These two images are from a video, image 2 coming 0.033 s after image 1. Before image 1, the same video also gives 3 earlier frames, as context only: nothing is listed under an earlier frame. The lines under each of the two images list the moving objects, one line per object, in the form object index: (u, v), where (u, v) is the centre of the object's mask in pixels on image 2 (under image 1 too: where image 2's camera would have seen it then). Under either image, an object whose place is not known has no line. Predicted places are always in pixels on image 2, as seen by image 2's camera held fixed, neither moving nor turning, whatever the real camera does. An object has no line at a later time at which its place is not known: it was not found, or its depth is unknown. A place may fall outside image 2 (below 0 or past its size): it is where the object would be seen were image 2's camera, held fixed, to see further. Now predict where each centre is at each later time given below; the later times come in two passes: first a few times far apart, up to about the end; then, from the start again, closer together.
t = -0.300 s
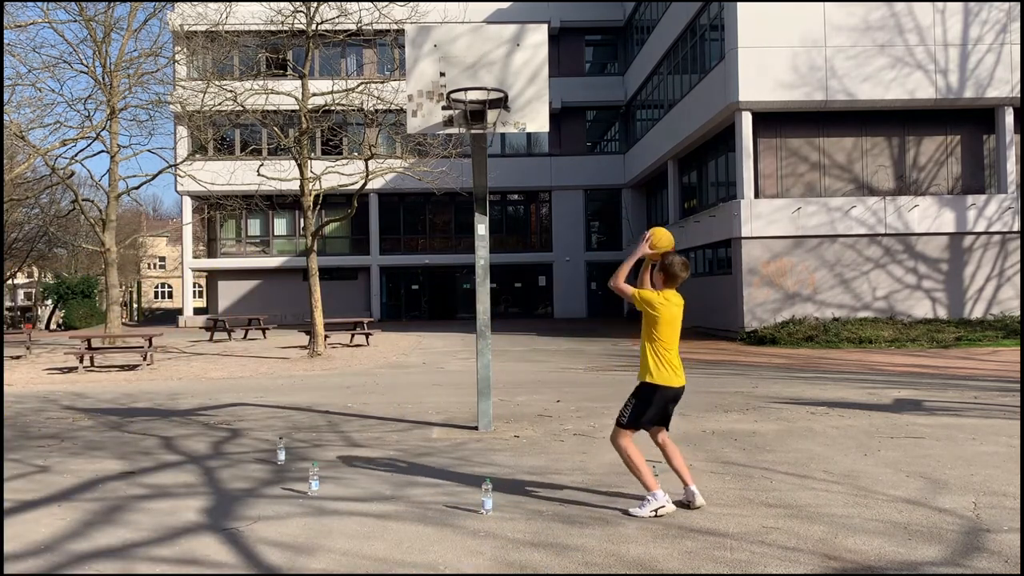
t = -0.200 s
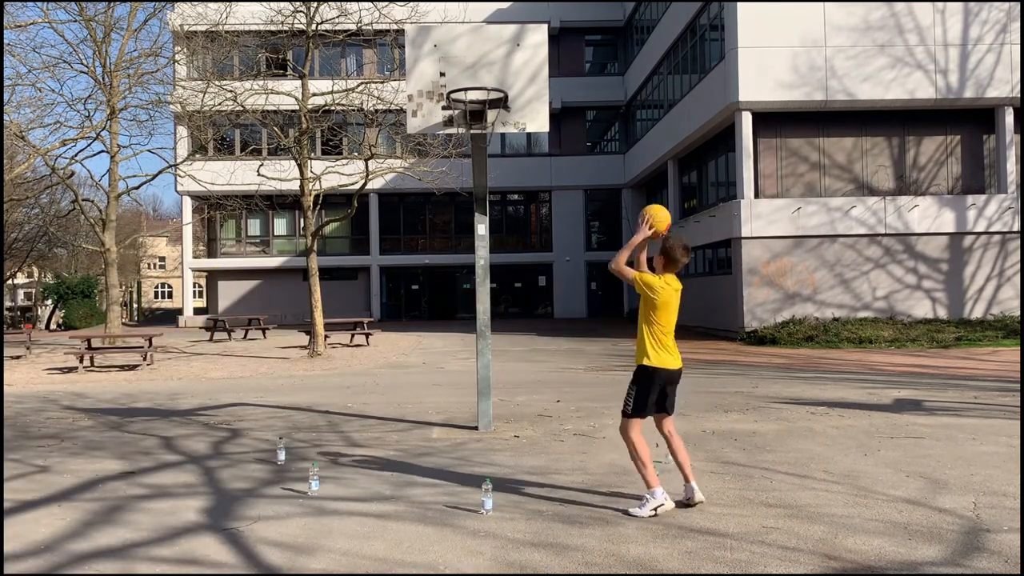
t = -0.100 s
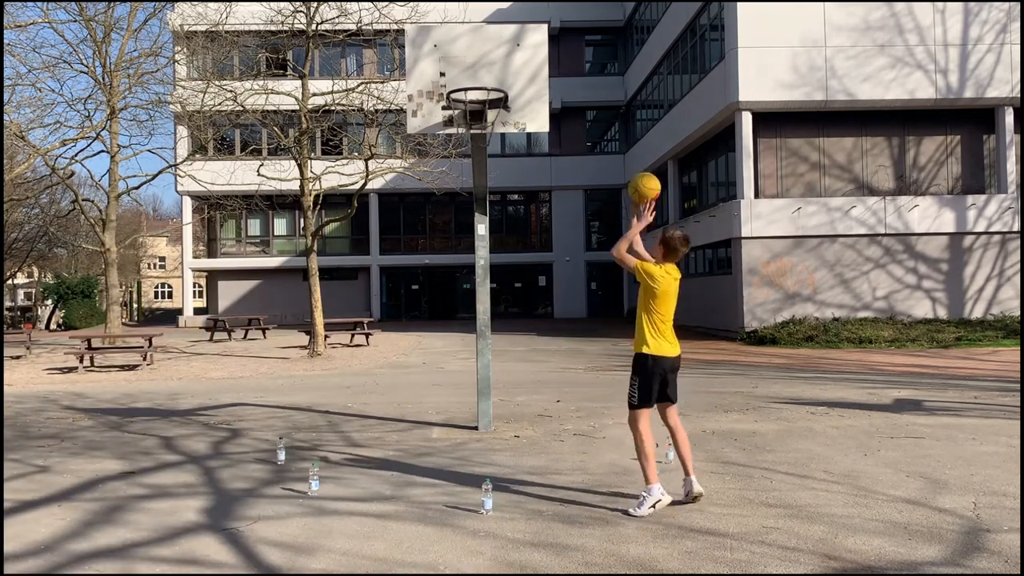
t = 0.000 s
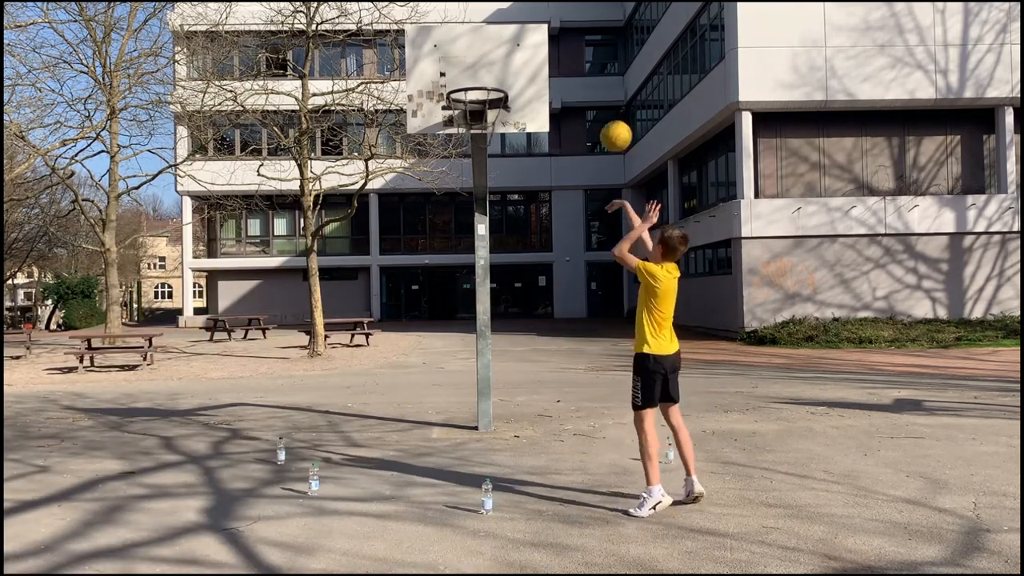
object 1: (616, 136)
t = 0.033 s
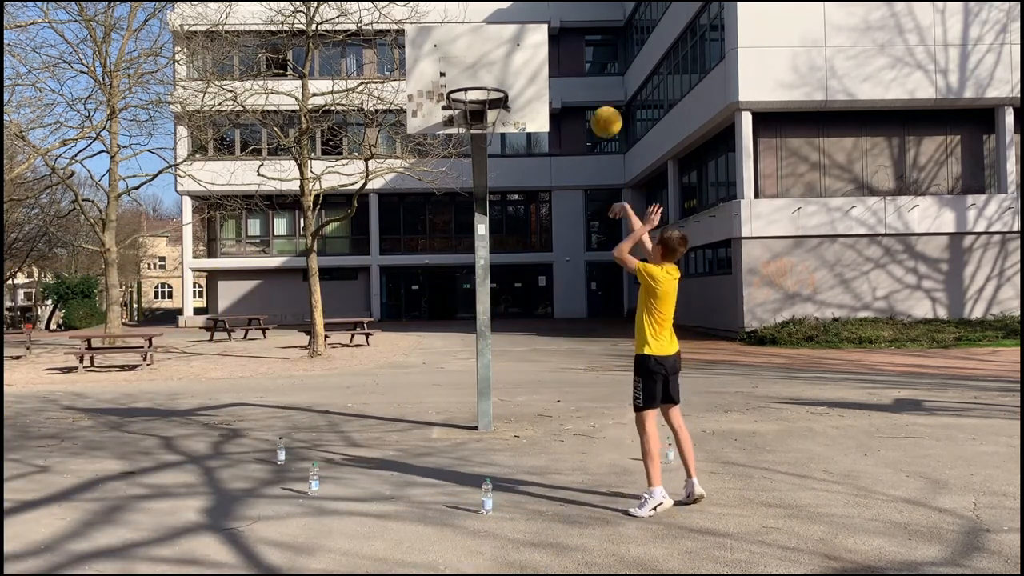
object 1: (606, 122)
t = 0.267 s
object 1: (546, 73)
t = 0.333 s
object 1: (530, 73)
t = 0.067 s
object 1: (597, 109)
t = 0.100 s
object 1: (588, 99)
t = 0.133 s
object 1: (580, 90)
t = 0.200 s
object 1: (562, 78)
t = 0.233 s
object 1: (554, 75)
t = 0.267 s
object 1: (546, 73)
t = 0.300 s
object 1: (538, 72)
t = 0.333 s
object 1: (530, 73)
